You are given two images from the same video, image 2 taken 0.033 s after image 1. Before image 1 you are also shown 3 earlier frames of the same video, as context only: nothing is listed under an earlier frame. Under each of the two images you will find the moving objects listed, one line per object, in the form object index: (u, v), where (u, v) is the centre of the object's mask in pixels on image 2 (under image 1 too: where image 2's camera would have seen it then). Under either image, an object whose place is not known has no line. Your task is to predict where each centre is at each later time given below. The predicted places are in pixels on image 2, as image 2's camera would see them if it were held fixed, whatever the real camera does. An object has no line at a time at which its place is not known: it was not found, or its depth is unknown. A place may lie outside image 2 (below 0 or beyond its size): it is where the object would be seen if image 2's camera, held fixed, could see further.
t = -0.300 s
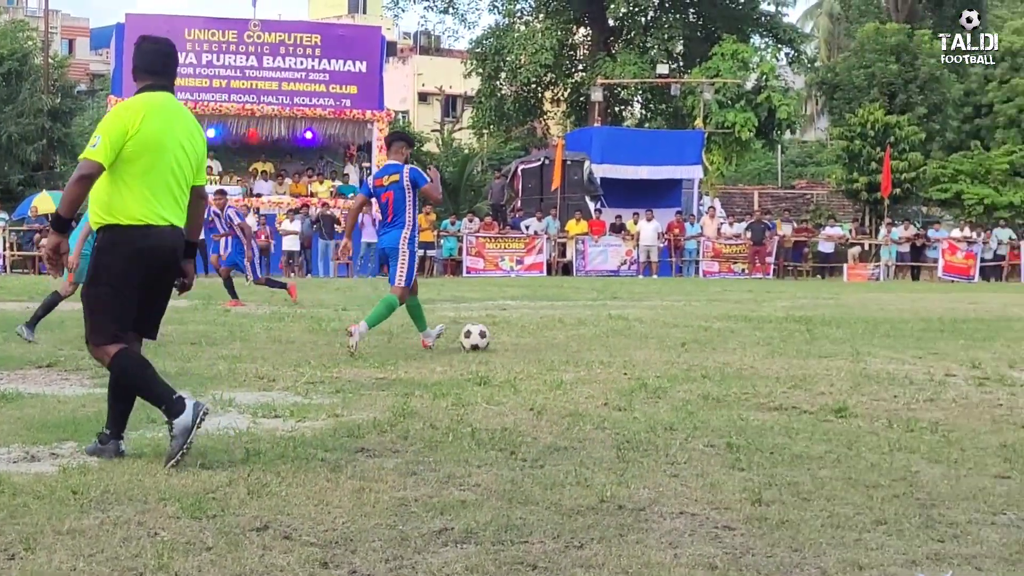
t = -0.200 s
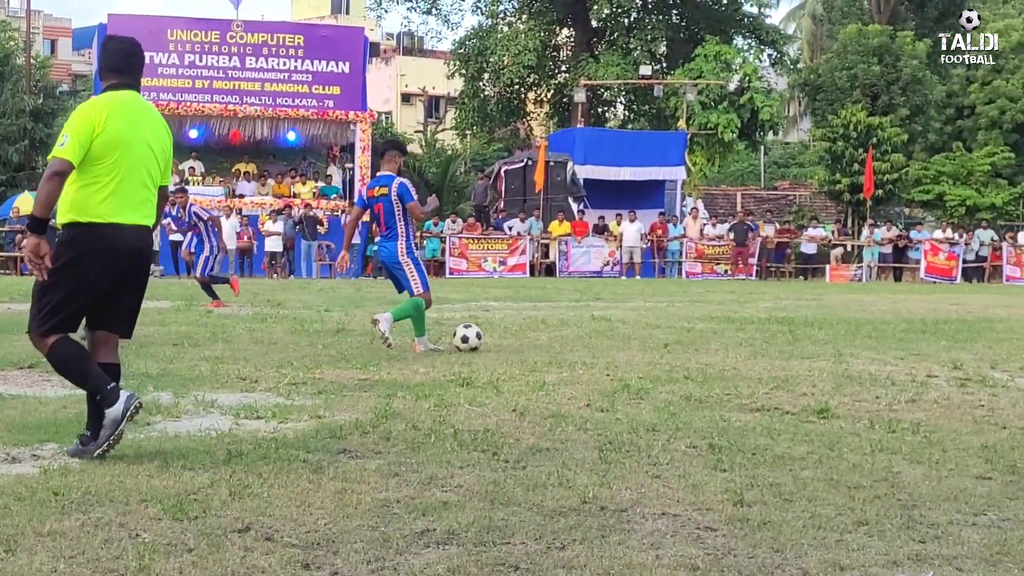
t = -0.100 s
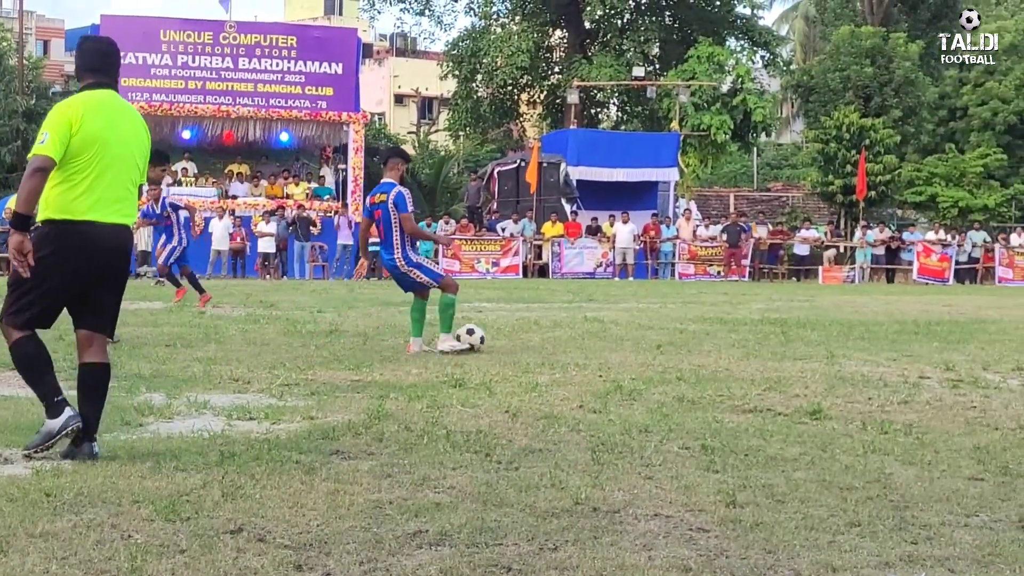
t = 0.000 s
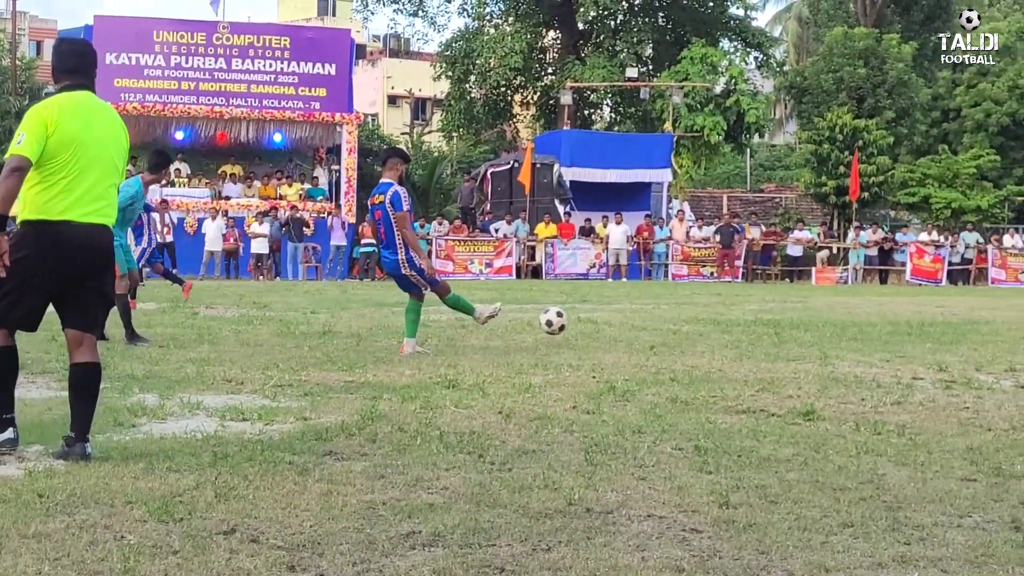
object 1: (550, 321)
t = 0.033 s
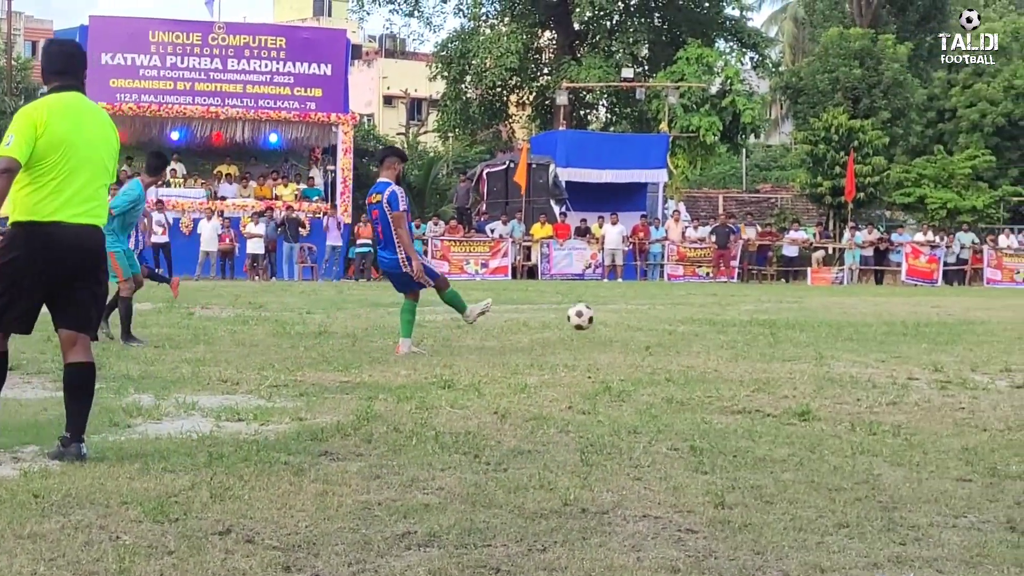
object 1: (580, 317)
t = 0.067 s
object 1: (609, 314)
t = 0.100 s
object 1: (636, 313)
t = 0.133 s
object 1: (660, 313)
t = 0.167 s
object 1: (683, 315)
